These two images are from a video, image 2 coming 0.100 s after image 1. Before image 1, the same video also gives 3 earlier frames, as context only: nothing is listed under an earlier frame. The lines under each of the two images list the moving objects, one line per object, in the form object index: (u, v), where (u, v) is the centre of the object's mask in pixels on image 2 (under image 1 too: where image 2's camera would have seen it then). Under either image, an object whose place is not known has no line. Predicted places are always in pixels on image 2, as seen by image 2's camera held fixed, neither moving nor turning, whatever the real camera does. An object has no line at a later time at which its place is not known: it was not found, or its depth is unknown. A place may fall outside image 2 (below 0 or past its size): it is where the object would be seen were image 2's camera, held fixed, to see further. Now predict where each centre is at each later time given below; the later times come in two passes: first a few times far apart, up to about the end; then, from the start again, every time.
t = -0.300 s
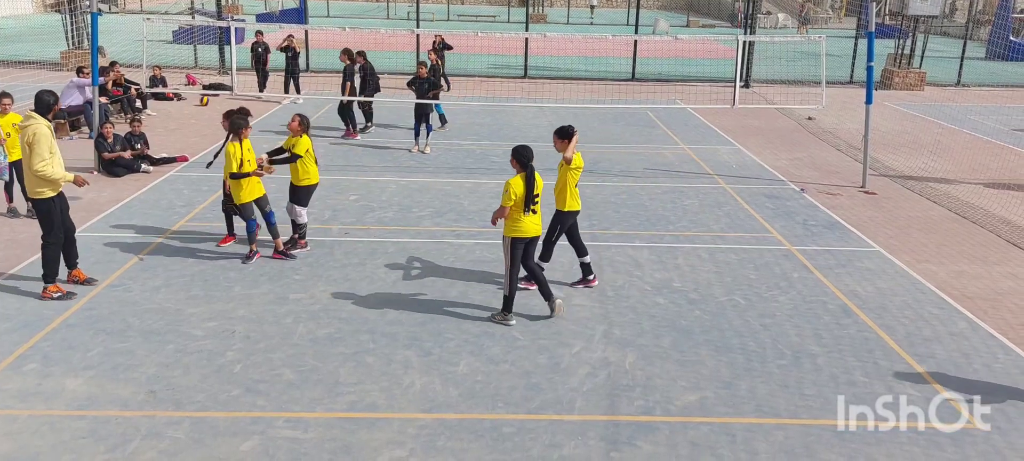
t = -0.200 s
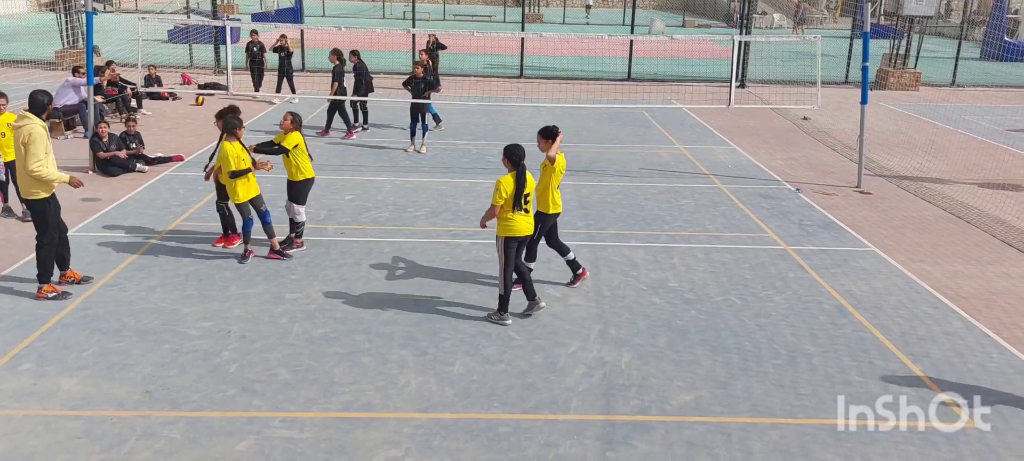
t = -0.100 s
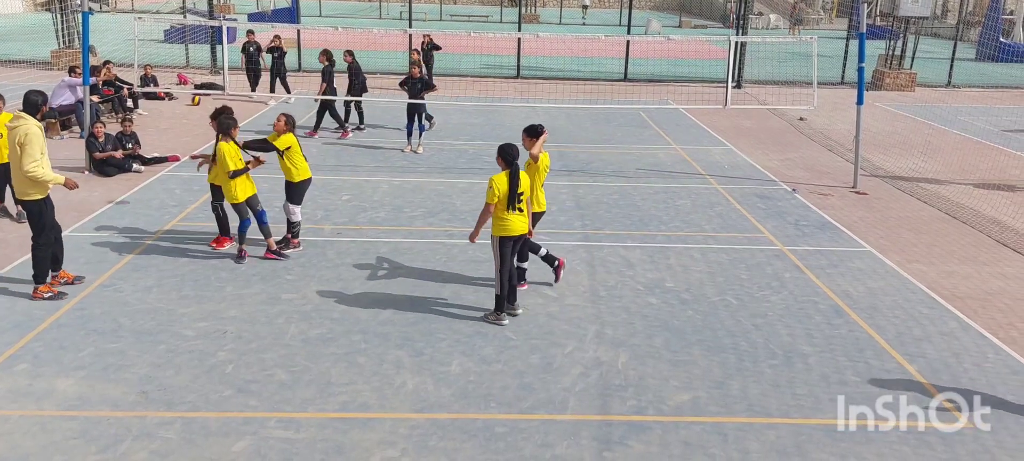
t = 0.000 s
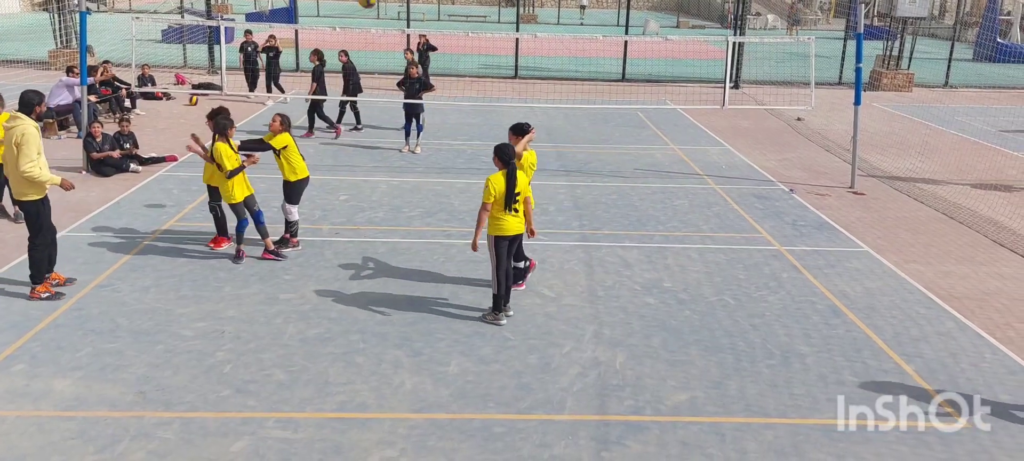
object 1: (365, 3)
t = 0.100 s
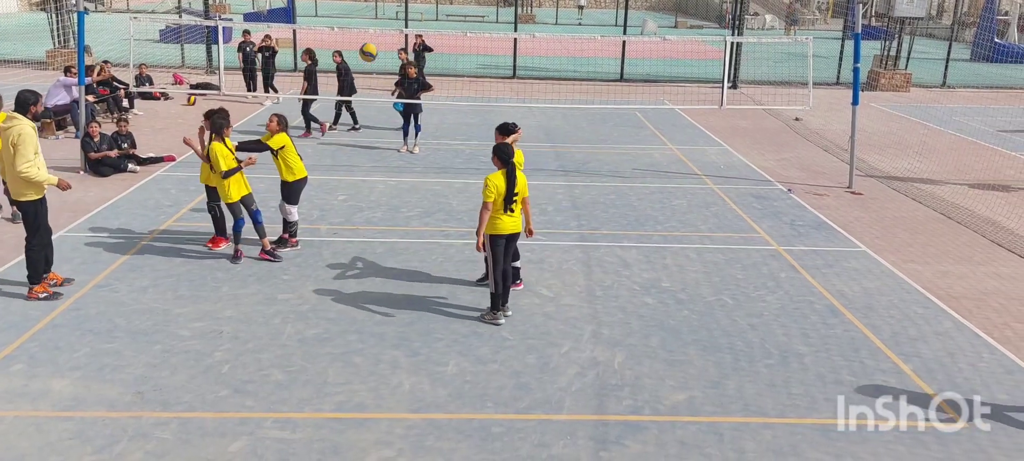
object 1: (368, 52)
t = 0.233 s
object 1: (372, 132)
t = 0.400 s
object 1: (375, 209)
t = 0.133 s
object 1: (369, 72)
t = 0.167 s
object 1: (370, 91)
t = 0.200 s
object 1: (371, 112)
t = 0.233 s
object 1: (372, 132)
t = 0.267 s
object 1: (374, 154)
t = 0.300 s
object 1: (374, 175)
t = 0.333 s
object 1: (375, 197)
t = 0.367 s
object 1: (376, 220)
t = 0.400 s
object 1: (375, 209)
